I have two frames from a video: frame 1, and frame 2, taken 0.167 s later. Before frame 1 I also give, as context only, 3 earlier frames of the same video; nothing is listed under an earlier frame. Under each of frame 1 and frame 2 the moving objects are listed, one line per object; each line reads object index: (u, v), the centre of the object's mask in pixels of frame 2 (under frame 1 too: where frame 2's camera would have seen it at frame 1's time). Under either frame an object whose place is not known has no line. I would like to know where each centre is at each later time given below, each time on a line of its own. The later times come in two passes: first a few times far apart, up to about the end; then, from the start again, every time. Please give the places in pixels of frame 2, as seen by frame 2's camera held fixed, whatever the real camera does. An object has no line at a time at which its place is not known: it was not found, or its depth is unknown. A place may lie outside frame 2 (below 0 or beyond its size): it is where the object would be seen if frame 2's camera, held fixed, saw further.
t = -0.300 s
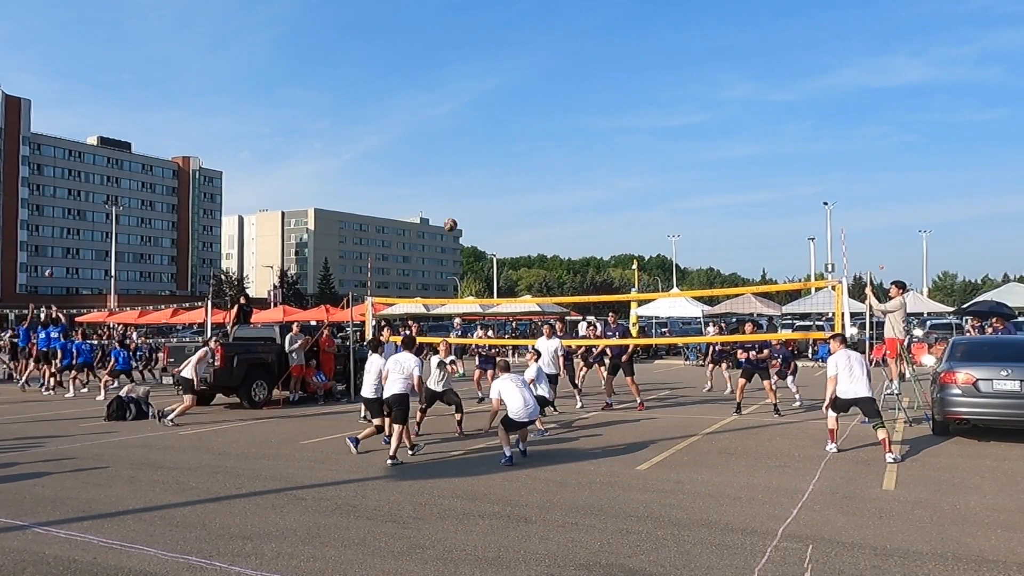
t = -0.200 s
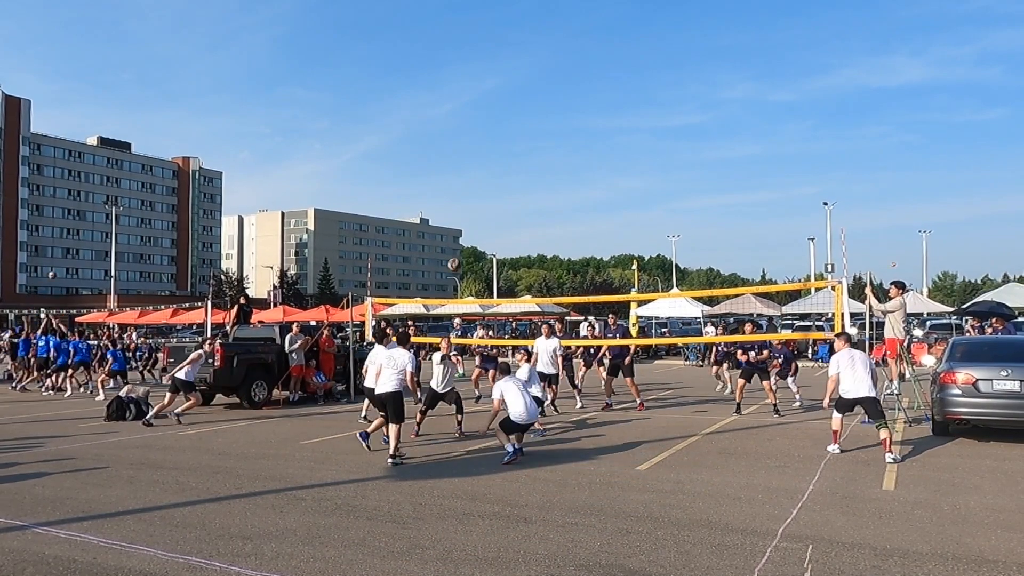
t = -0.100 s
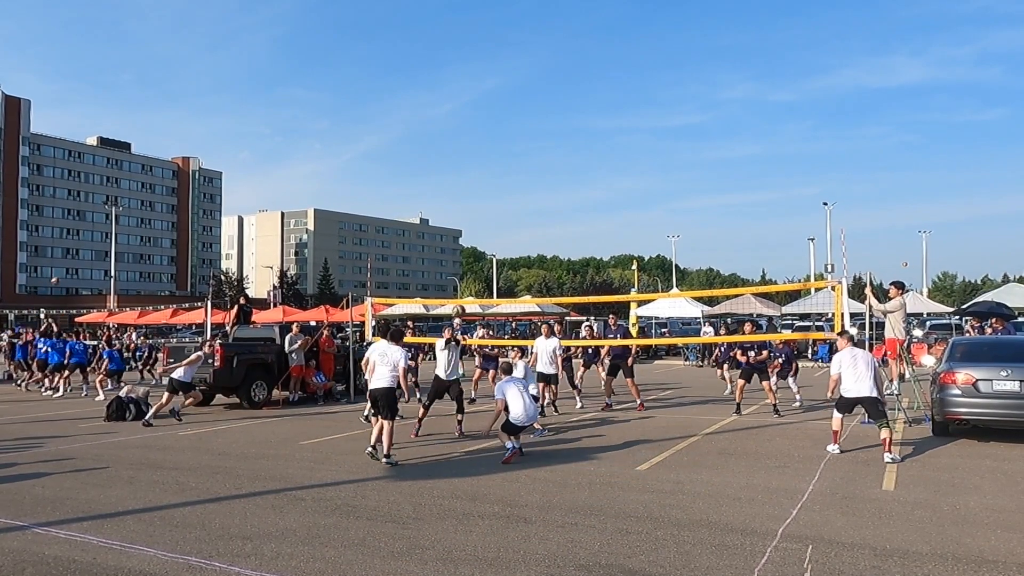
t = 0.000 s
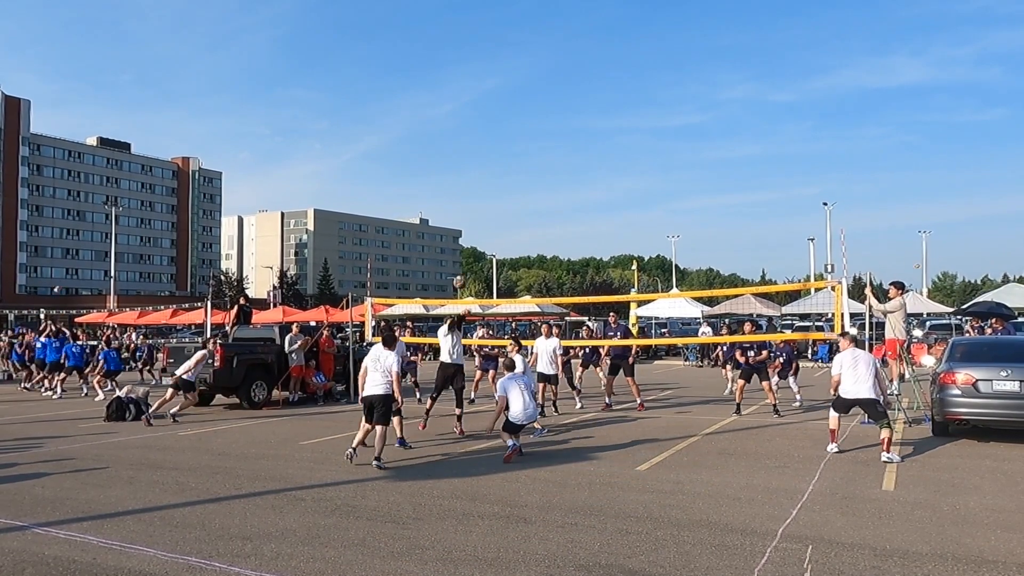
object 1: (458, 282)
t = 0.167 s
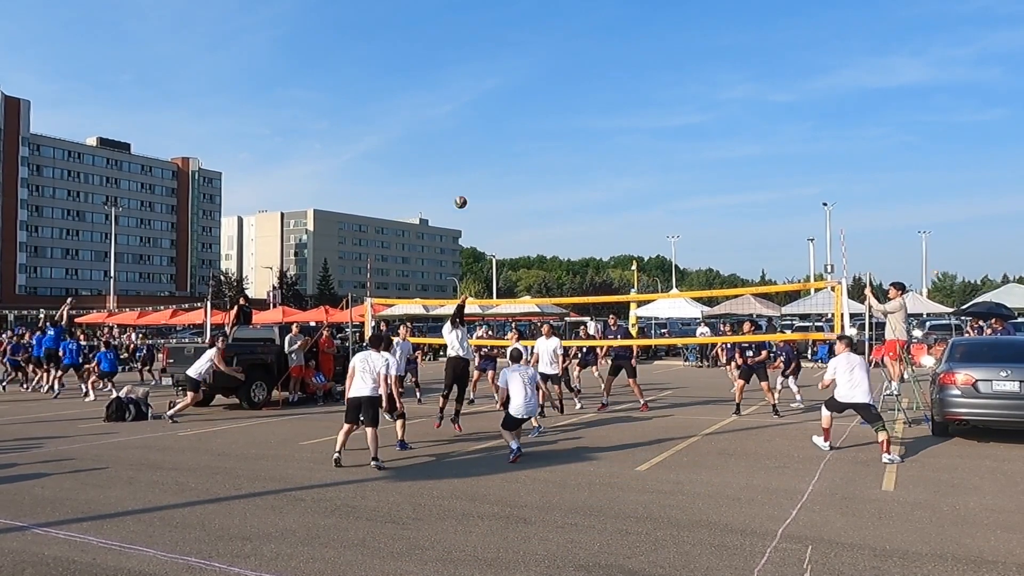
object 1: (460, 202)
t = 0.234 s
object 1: (460, 177)
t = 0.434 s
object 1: (460, 122)
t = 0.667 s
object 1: (459, 92)
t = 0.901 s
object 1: (459, 92)
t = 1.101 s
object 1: (458, 114)
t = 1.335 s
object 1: (457, 160)
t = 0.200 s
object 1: (460, 189)
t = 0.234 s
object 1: (460, 177)
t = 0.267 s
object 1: (460, 166)
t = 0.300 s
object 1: (460, 156)
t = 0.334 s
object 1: (460, 146)
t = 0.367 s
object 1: (460, 137)
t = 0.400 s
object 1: (460, 129)
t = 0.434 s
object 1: (460, 122)
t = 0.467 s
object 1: (460, 115)
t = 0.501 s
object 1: (460, 110)
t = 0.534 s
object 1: (460, 105)
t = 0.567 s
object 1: (459, 100)
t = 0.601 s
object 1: (459, 97)
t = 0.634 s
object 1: (459, 94)
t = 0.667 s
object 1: (459, 92)
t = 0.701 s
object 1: (459, 90)
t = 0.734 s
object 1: (459, 89)
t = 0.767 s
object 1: (459, 88)
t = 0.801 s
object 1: (459, 88)
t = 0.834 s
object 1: (459, 89)
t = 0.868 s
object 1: (459, 90)
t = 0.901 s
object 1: (459, 92)
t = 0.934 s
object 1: (458, 94)
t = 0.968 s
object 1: (458, 97)
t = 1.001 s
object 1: (458, 100)
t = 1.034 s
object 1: (458, 104)
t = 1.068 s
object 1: (458, 109)
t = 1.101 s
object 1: (458, 114)
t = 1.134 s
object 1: (458, 119)
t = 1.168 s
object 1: (458, 125)
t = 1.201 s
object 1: (457, 131)
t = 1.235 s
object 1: (457, 138)
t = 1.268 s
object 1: (457, 145)
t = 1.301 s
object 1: (457, 152)
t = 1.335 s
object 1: (457, 160)
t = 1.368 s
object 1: (456, 169)
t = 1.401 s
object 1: (456, 177)
